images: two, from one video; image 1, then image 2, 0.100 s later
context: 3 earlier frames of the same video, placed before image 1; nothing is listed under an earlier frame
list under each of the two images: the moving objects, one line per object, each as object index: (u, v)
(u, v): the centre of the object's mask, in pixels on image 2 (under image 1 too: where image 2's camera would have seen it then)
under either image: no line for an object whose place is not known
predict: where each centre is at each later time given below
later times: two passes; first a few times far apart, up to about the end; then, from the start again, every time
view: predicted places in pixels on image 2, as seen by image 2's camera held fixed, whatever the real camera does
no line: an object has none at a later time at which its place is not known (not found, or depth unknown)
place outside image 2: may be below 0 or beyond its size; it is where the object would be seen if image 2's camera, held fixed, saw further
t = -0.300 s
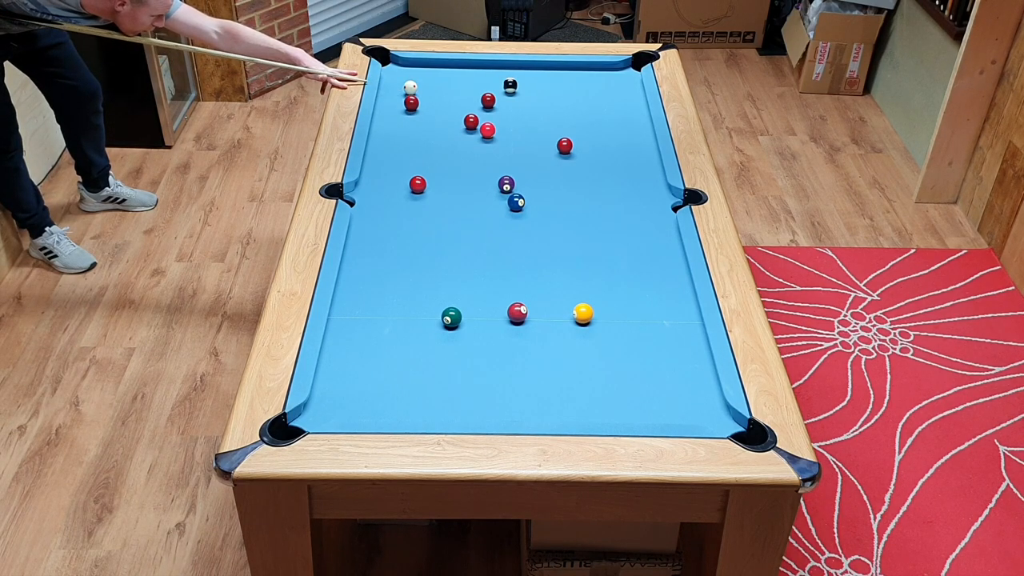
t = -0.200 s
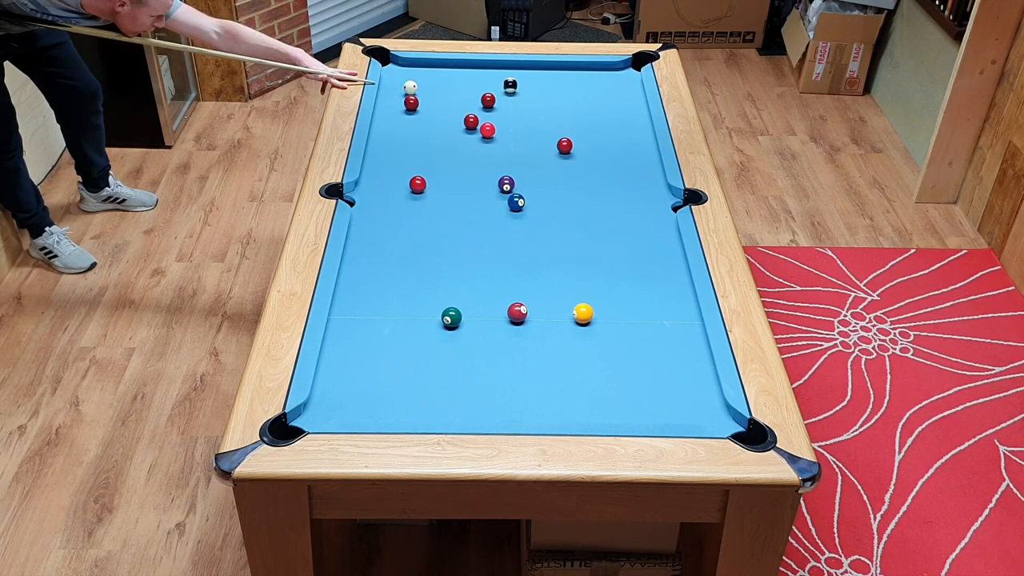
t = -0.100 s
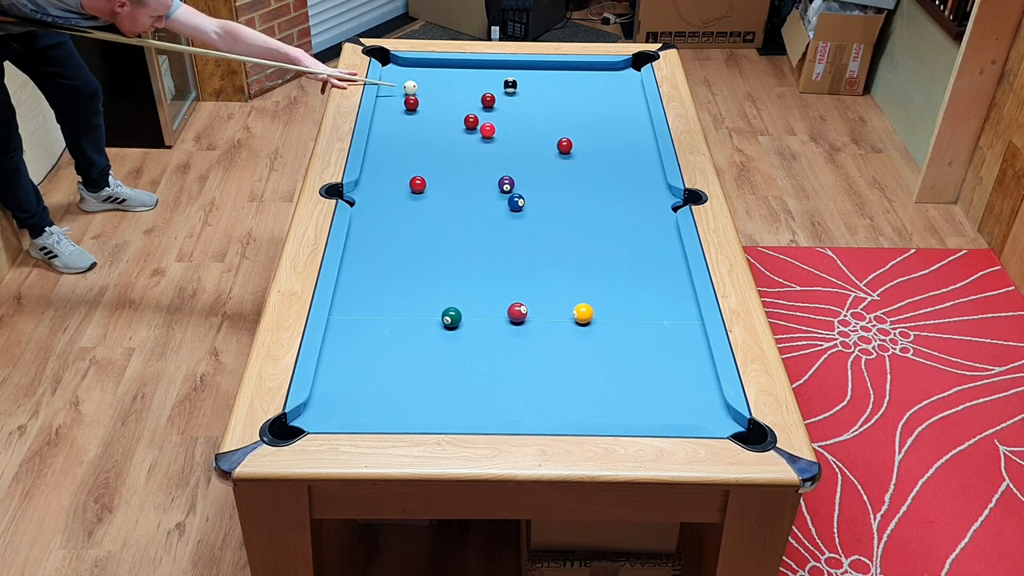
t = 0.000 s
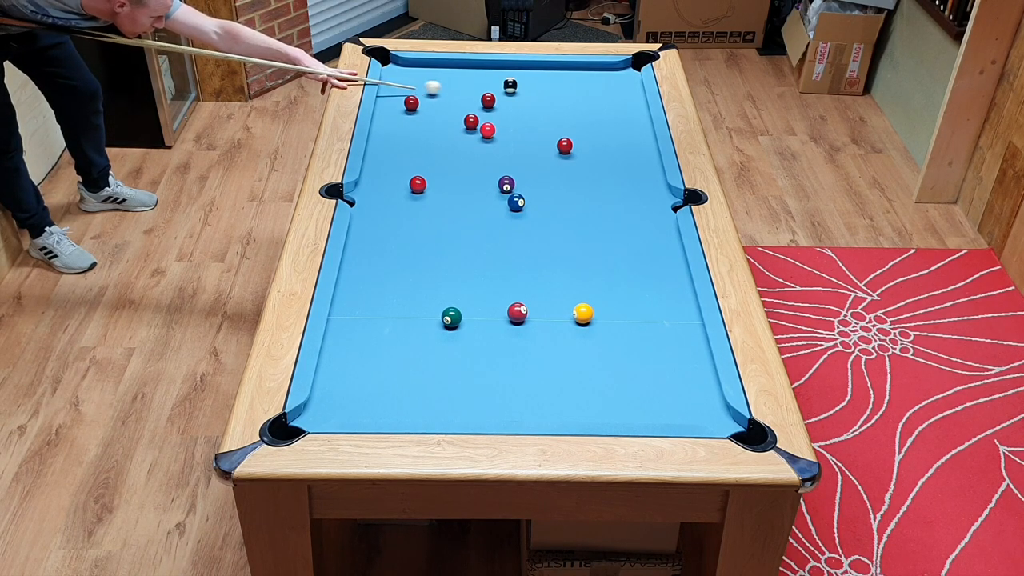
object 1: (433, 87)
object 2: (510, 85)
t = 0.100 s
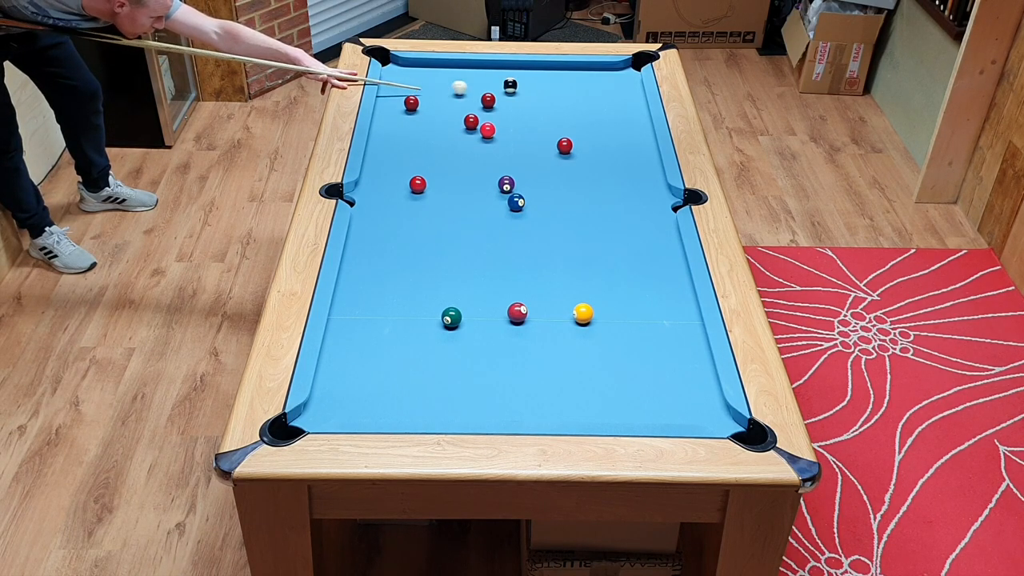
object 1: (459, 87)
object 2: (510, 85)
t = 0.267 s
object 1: (497, 88)
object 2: (511, 85)
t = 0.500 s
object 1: (508, 93)
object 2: (539, 81)
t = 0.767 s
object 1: (522, 99)
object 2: (567, 77)
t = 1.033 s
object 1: (534, 104)
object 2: (593, 73)
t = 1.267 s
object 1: (543, 108)
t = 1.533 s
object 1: (551, 111)
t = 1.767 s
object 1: (558, 114)
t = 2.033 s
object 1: (563, 116)
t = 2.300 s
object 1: (566, 118)
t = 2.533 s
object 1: (568, 118)
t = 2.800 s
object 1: (568, 118)
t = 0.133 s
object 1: (467, 87)
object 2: (510, 85)
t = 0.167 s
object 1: (475, 87)
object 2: (510, 85)
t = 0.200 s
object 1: (482, 87)
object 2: (510, 85)
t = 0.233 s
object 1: (491, 86)
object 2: (510, 85)
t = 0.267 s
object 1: (497, 88)
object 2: (511, 85)
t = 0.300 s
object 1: (498, 88)
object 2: (516, 84)
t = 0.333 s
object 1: (499, 89)
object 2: (520, 84)
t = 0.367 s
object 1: (501, 90)
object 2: (524, 83)
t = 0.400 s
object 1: (503, 91)
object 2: (528, 83)
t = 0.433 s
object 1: (505, 92)
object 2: (532, 81)
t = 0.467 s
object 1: (507, 92)
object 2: (536, 81)
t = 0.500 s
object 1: (508, 93)
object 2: (539, 81)
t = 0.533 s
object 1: (510, 94)
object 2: (543, 80)
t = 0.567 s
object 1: (512, 95)
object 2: (547, 80)
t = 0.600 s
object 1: (514, 95)
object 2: (550, 80)
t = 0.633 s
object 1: (515, 96)
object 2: (554, 79)
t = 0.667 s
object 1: (517, 97)
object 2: (557, 78)
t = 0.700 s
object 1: (519, 97)
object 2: (561, 78)
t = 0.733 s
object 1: (520, 98)
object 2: (564, 78)
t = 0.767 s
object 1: (522, 99)
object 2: (567, 77)
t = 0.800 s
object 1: (523, 100)
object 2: (571, 76)
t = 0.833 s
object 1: (525, 100)
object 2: (574, 75)
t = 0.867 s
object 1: (526, 101)
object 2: (578, 75)
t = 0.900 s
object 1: (528, 101)
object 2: (581, 75)
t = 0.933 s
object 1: (529, 102)
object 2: (584, 74)
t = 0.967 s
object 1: (531, 102)
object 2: (587, 74)
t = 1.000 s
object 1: (532, 103)
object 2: (590, 73)
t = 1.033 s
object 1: (534, 104)
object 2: (593, 73)
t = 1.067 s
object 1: (535, 104)
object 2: (596, 72)
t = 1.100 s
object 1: (536, 105)
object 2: (599, 72)
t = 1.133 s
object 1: (538, 105)
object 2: (602, 71)
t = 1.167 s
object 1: (539, 106)
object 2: (604, 71)
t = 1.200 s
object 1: (540, 106)
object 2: (607, 70)
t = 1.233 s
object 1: (542, 107)
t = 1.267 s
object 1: (543, 108)
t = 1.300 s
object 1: (544, 108)
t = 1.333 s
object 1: (545, 109)
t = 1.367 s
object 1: (546, 109)
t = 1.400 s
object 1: (547, 110)
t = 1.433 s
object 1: (548, 110)
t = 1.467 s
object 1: (549, 110)
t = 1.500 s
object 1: (550, 111)
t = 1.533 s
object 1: (551, 111)
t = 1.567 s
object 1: (552, 112)
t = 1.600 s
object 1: (553, 112)
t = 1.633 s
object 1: (554, 112)
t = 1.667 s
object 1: (555, 113)
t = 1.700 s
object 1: (556, 113)
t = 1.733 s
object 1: (557, 113)
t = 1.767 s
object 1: (558, 114)
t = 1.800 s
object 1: (558, 114)
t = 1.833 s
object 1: (559, 114)
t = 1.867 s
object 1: (560, 115)
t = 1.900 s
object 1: (561, 115)
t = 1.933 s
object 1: (561, 115)
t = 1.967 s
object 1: (562, 115)
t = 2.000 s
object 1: (562, 116)
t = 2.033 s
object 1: (563, 116)
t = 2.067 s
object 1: (564, 116)
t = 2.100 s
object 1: (564, 116)
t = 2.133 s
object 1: (564, 117)
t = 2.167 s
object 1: (565, 117)
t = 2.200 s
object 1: (565, 117)
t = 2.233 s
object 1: (566, 117)
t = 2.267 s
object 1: (566, 117)
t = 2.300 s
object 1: (566, 118)
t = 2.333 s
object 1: (567, 118)
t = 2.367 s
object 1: (567, 118)
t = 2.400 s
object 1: (567, 118)
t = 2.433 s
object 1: (567, 118)
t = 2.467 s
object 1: (567, 118)
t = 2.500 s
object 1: (567, 118)
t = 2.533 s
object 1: (568, 118)
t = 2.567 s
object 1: (568, 118)
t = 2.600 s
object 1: (568, 118)
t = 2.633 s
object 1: (568, 118)
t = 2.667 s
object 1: (568, 118)
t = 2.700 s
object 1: (568, 118)
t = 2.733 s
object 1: (568, 118)
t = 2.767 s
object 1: (568, 118)
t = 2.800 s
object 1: (568, 118)
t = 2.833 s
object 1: (568, 118)
